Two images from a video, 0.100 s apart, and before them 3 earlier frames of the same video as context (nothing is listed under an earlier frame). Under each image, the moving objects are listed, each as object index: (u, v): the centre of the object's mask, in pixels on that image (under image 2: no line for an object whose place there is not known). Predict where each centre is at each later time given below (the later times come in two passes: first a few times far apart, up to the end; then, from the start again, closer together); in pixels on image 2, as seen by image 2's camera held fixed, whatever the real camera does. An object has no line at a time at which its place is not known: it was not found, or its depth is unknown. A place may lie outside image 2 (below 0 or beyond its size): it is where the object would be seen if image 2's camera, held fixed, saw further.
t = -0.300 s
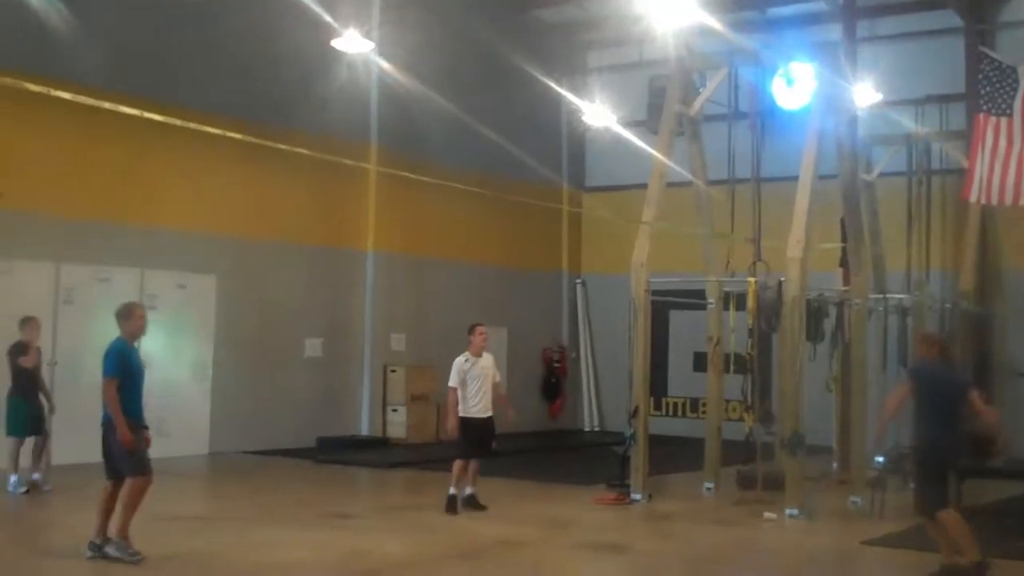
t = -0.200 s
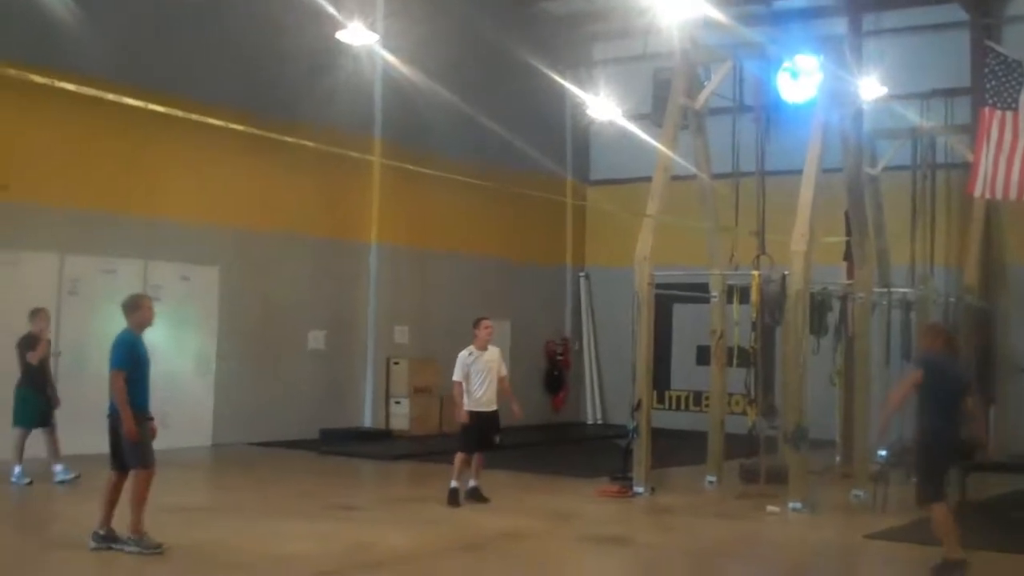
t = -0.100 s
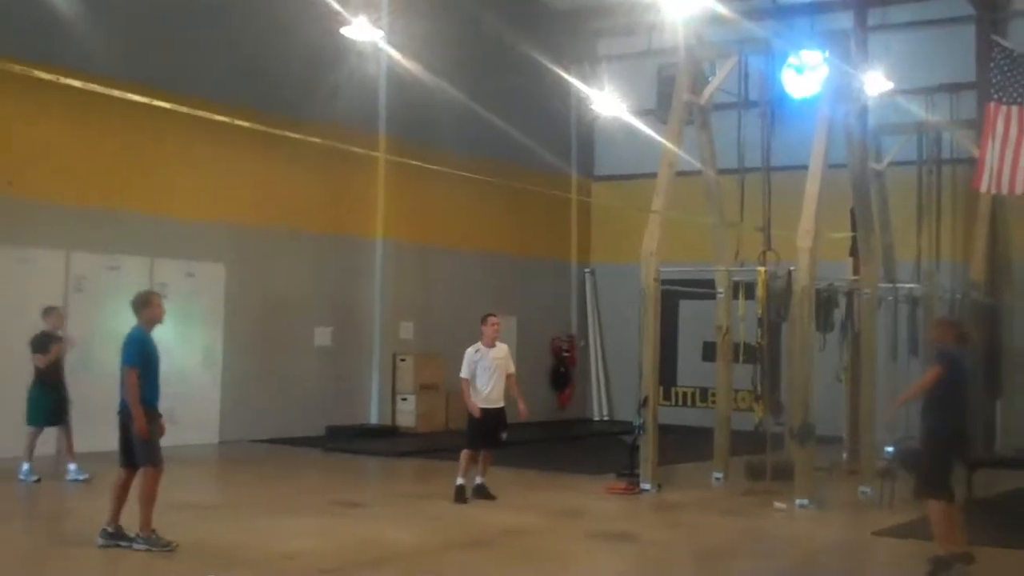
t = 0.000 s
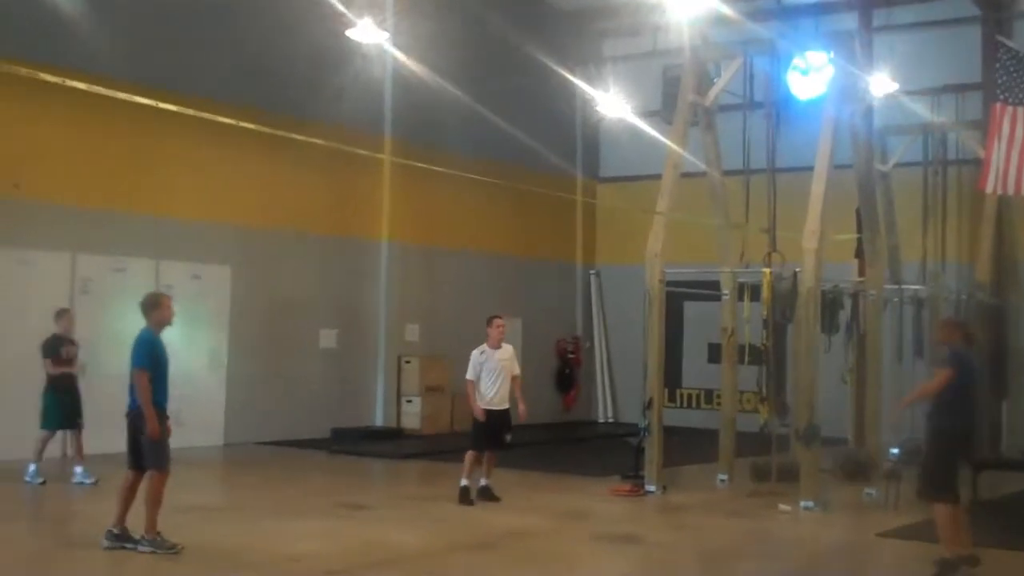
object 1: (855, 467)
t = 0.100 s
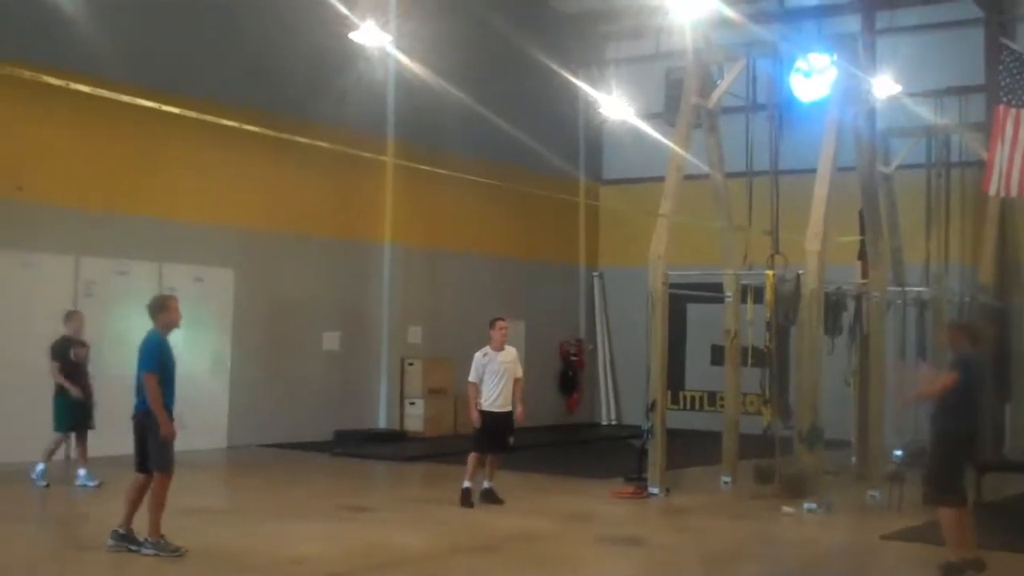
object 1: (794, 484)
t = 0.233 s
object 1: (710, 525)
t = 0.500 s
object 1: (591, 500)
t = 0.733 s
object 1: (502, 507)
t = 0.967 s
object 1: (427, 501)
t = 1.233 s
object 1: (350, 496)
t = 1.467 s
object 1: (287, 491)
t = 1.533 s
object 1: (271, 490)
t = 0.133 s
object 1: (771, 491)
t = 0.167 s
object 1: (752, 505)
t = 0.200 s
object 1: (731, 513)
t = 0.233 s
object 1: (710, 525)
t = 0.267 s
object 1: (690, 531)
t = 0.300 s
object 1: (677, 524)
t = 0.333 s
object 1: (664, 514)
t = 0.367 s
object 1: (649, 510)
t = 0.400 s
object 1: (634, 505)
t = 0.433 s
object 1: (621, 500)
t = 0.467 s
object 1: (606, 499)
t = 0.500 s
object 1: (591, 500)
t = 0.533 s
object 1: (579, 501)
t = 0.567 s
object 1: (566, 502)
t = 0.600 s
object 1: (553, 505)
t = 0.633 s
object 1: (539, 511)
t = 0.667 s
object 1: (527, 514)
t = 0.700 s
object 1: (515, 510)
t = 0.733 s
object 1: (502, 507)
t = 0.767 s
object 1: (490, 506)
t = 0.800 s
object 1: (482, 503)
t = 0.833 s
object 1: (470, 503)
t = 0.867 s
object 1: (459, 504)
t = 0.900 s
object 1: (447, 505)
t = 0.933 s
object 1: (438, 504)
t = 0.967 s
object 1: (427, 501)
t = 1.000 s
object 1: (414, 504)
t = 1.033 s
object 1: (407, 501)
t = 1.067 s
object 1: (398, 502)
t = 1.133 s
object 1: (379, 498)
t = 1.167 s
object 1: (368, 497)
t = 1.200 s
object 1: (359, 497)
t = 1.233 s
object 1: (350, 496)
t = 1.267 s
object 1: (339, 497)
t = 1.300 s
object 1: (332, 495)
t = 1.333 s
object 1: (323, 494)
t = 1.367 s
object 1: (313, 494)
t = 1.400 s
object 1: (306, 495)
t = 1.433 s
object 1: (297, 492)
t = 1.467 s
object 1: (287, 491)
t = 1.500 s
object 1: (279, 490)
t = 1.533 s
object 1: (271, 490)
